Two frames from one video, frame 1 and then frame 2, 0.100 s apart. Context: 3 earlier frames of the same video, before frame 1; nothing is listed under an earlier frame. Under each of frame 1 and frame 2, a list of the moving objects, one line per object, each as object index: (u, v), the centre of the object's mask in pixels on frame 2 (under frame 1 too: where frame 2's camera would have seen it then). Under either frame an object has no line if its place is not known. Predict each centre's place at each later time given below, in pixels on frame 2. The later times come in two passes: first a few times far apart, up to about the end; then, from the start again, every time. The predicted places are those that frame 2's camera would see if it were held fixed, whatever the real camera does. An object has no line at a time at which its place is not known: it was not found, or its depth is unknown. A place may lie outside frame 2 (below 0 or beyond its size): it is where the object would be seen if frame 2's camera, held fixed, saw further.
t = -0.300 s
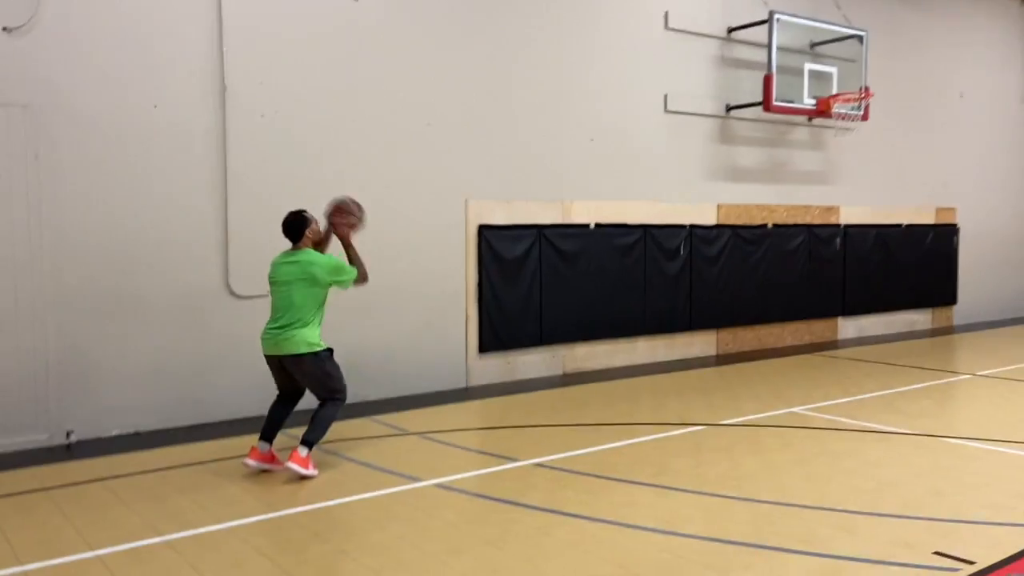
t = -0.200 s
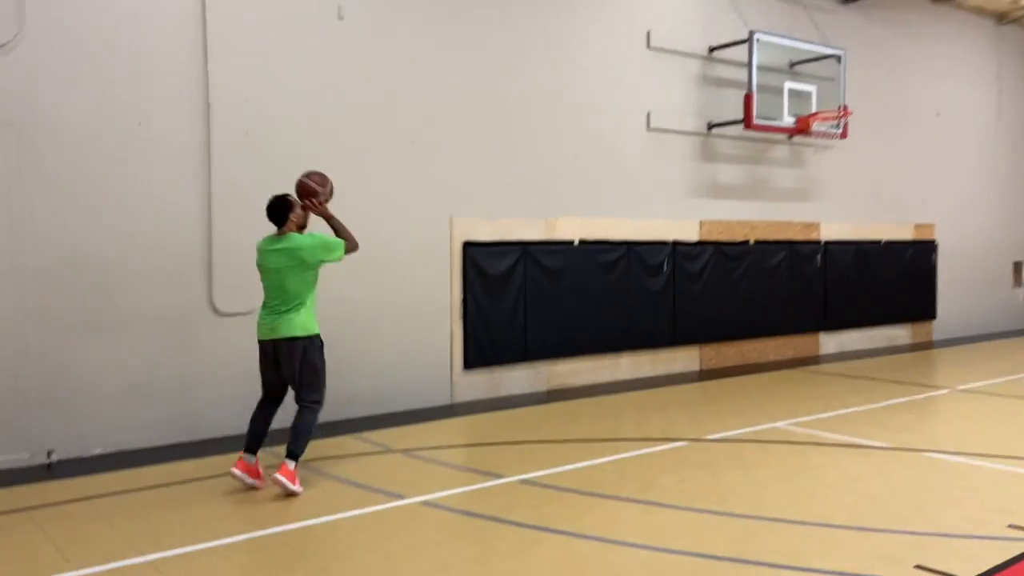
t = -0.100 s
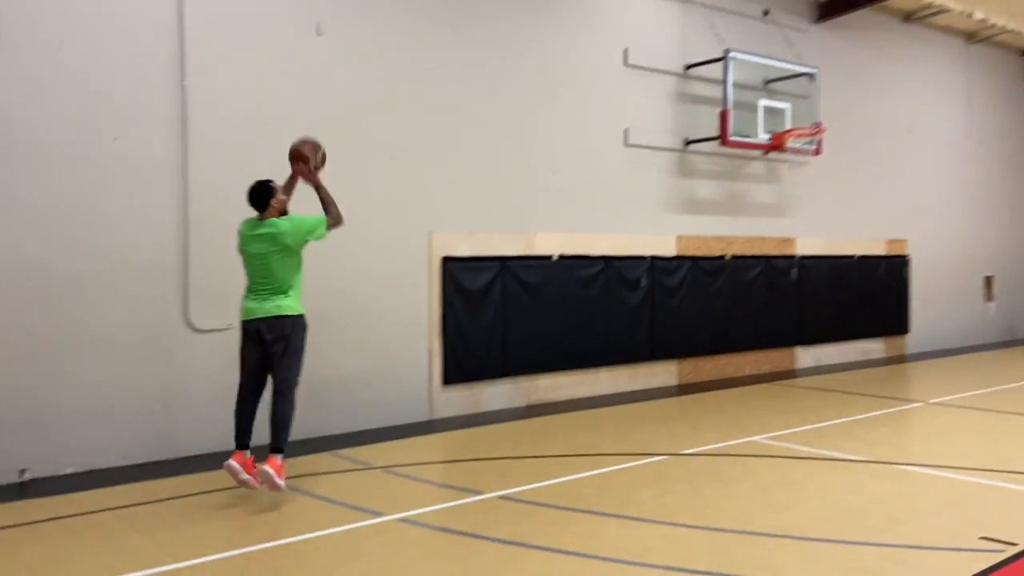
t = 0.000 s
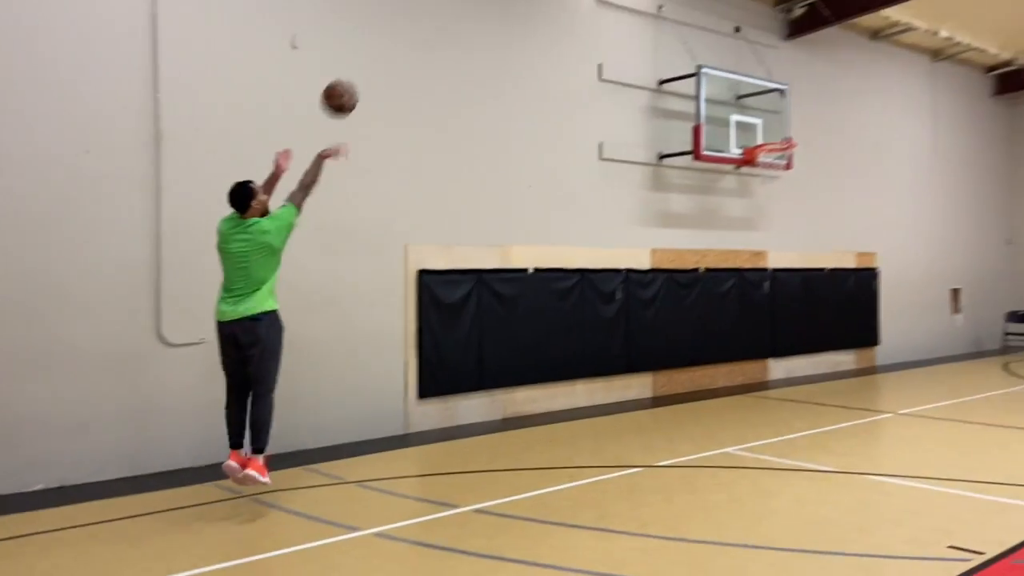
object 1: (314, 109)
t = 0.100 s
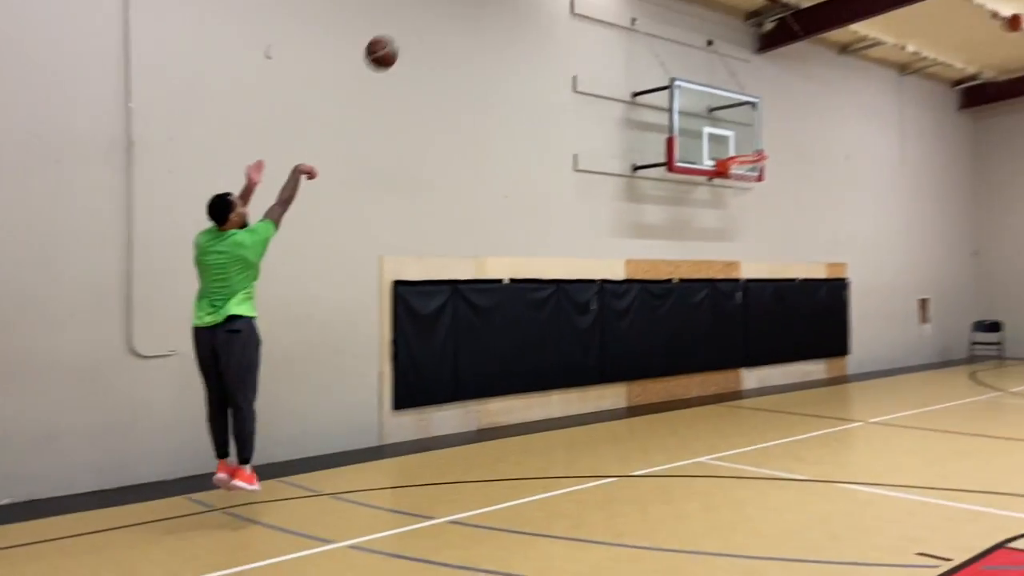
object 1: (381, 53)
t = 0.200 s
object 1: (439, 16)
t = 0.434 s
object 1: (549, -14)
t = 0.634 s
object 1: (622, 4)
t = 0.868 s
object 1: (692, 66)
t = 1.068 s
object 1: (742, 144)
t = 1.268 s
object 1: (729, 196)
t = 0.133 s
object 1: (401, 38)
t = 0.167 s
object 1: (420, 26)
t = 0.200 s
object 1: (439, 16)
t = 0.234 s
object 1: (456, 7)
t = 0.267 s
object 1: (474, 0)
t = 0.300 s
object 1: (490, -4)
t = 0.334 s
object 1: (505, -8)
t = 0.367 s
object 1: (520, -11)
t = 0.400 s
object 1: (535, -13)
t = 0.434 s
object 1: (549, -14)
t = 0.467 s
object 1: (562, -14)
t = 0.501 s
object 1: (575, -13)
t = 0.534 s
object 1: (587, -9)
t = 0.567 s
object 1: (600, -6)
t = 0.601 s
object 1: (611, -1)
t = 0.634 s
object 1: (622, 4)
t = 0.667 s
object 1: (633, 11)
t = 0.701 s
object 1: (643, 19)
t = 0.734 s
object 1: (654, 26)
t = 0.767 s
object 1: (665, 35)
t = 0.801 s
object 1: (674, 45)
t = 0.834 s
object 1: (683, 56)
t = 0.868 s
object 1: (692, 66)
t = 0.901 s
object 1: (701, 77)
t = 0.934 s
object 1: (710, 89)
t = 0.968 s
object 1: (718, 103)
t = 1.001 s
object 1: (726, 116)
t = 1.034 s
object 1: (734, 129)
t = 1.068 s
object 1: (742, 144)
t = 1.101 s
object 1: (749, 150)
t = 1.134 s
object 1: (750, 160)
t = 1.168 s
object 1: (749, 173)
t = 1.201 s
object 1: (743, 178)
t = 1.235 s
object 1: (735, 187)
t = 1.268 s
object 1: (729, 196)
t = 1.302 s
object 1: (723, 205)
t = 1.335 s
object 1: (718, 214)
